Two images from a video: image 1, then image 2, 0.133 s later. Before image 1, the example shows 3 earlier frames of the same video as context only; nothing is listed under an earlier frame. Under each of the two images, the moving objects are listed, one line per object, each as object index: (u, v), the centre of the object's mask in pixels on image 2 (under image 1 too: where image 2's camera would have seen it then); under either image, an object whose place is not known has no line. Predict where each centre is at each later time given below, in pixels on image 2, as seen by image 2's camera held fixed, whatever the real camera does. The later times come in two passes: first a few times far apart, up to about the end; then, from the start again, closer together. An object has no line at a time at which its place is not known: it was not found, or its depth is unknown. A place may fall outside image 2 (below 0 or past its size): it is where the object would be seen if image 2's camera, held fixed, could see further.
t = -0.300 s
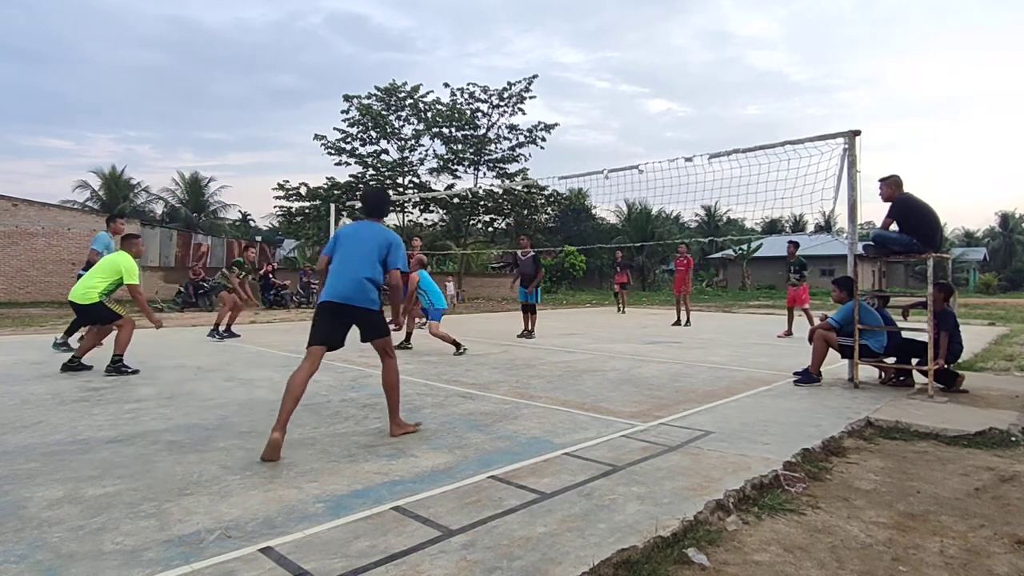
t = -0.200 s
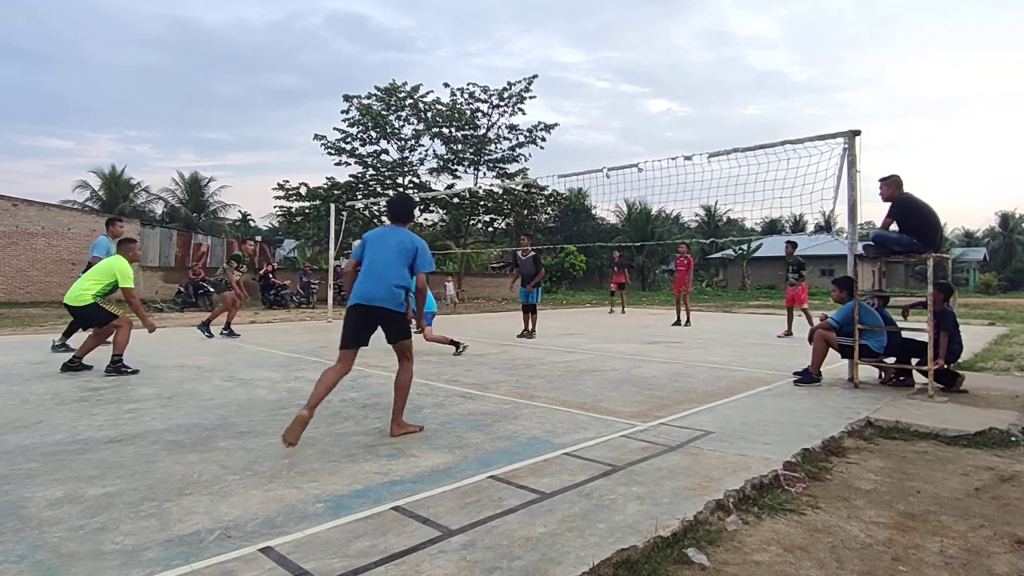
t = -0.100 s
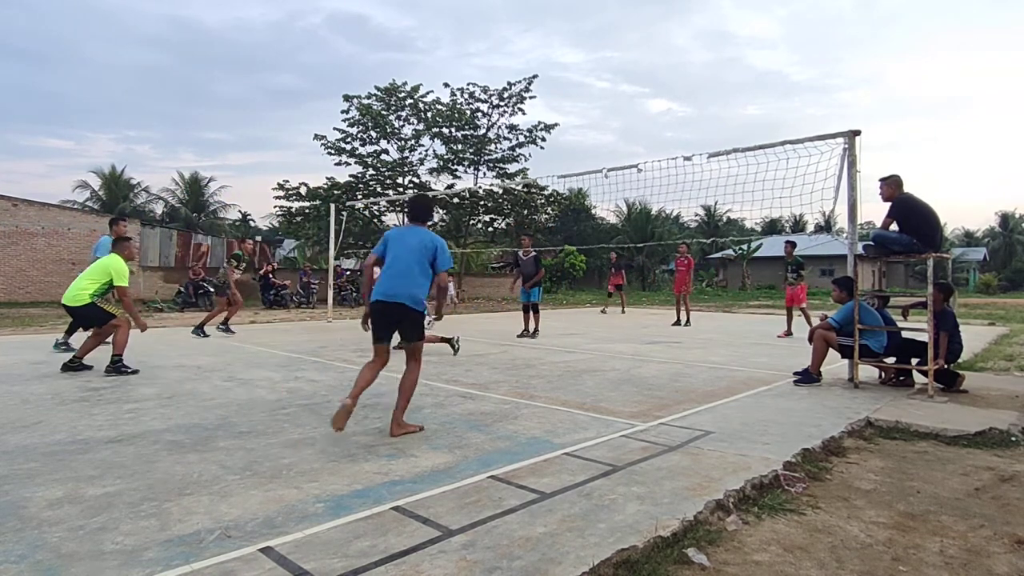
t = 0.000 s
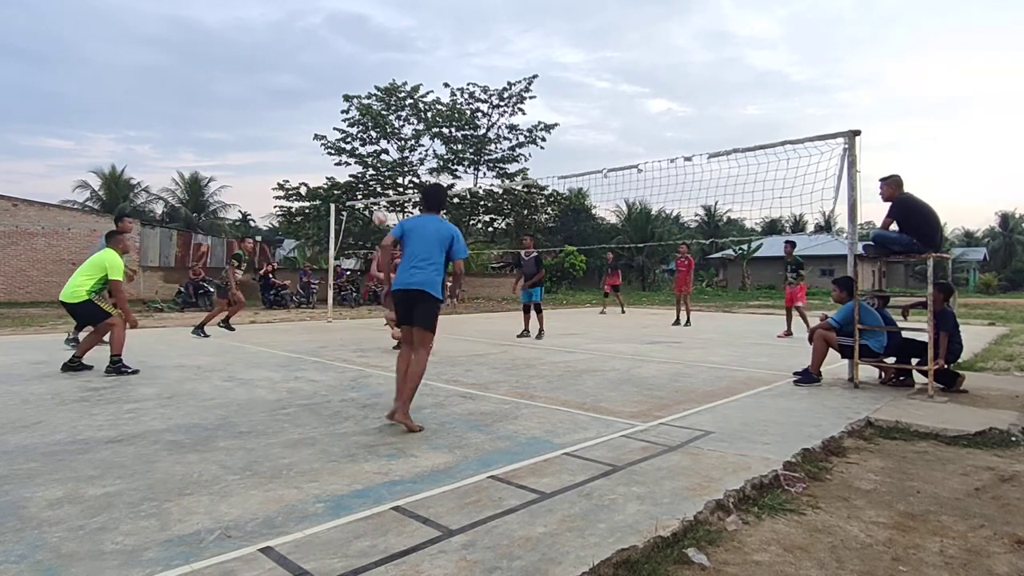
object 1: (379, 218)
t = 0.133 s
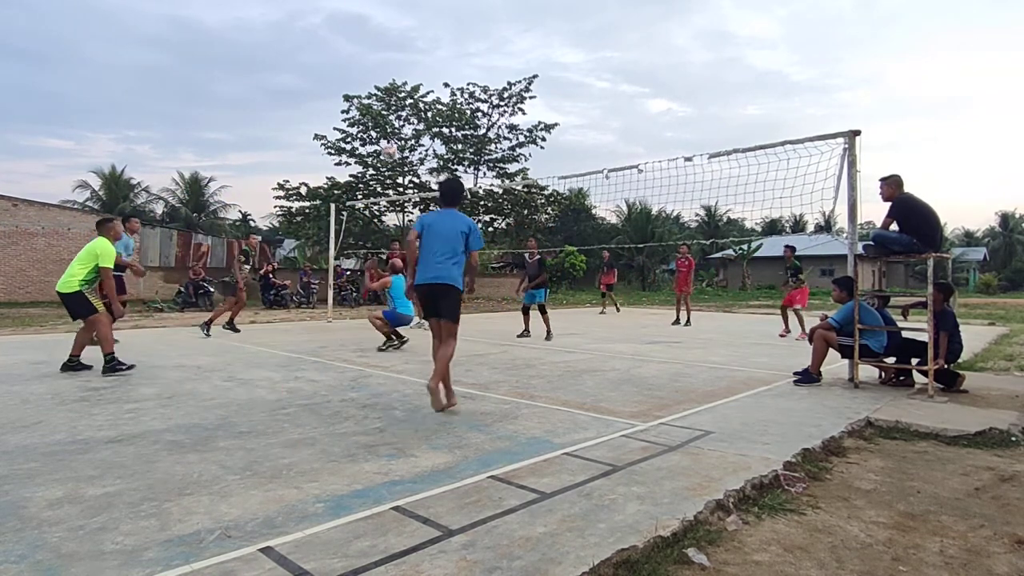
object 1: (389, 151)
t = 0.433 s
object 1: (410, 52)
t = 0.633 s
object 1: (424, 21)
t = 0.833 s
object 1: (437, 18)
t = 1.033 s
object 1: (450, 44)
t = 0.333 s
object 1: (403, 78)
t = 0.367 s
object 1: (405, 69)
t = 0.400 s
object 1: (408, 61)
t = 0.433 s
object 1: (410, 52)
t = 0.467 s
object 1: (412, 45)
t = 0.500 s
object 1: (415, 39)
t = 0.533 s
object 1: (417, 33)
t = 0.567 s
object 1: (419, 28)
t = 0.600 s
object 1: (422, 24)
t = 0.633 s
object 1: (424, 21)
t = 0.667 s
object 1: (426, 18)
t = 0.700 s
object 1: (428, 16)
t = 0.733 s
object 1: (430, 16)
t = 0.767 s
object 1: (432, 16)
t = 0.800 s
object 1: (435, 16)
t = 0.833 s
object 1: (437, 18)
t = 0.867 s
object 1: (439, 20)
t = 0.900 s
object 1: (441, 23)
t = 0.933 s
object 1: (444, 27)
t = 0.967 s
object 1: (446, 32)
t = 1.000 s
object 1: (448, 38)
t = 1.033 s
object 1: (450, 44)
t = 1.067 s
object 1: (452, 52)
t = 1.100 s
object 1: (454, 60)
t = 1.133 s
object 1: (456, 70)
